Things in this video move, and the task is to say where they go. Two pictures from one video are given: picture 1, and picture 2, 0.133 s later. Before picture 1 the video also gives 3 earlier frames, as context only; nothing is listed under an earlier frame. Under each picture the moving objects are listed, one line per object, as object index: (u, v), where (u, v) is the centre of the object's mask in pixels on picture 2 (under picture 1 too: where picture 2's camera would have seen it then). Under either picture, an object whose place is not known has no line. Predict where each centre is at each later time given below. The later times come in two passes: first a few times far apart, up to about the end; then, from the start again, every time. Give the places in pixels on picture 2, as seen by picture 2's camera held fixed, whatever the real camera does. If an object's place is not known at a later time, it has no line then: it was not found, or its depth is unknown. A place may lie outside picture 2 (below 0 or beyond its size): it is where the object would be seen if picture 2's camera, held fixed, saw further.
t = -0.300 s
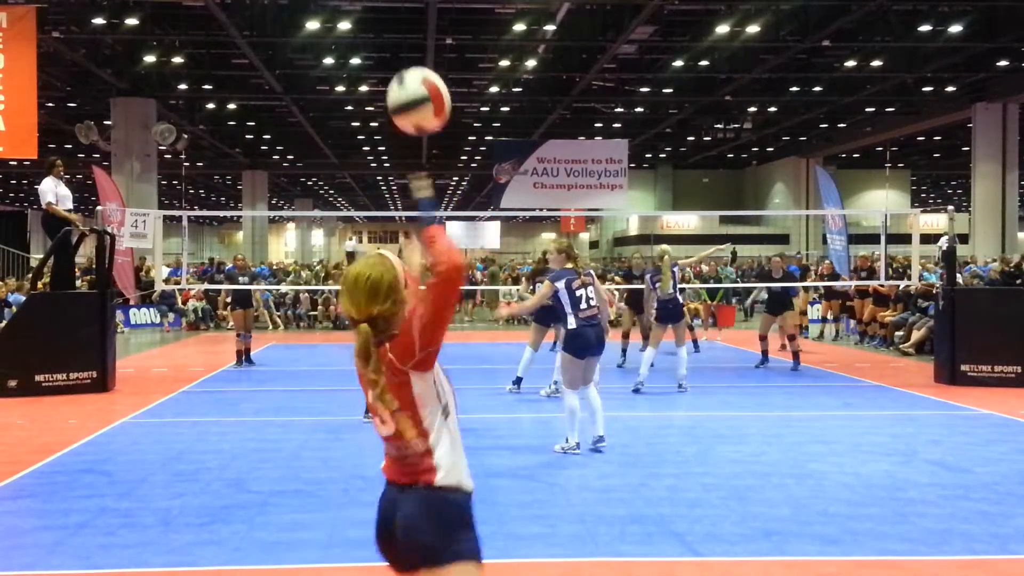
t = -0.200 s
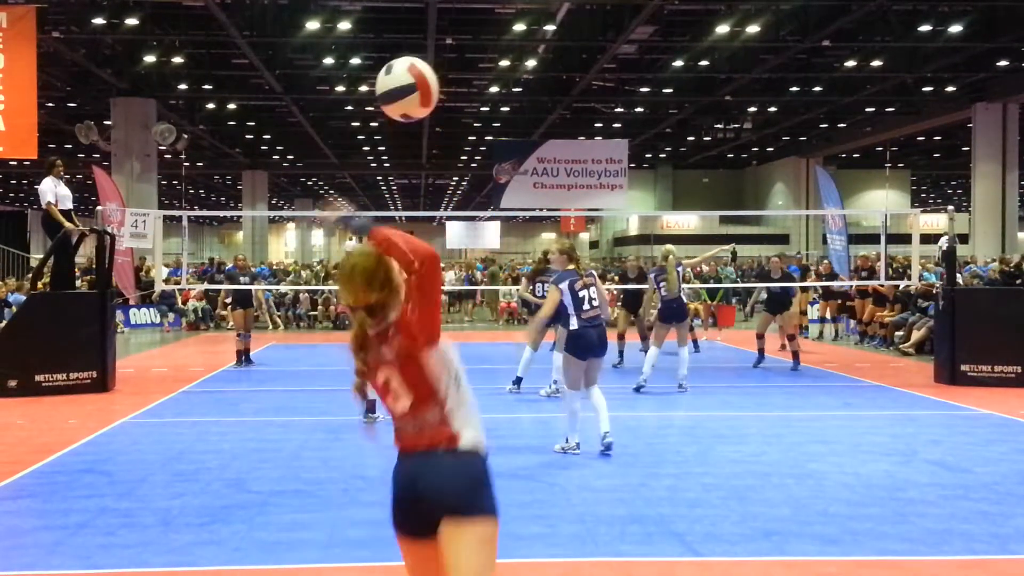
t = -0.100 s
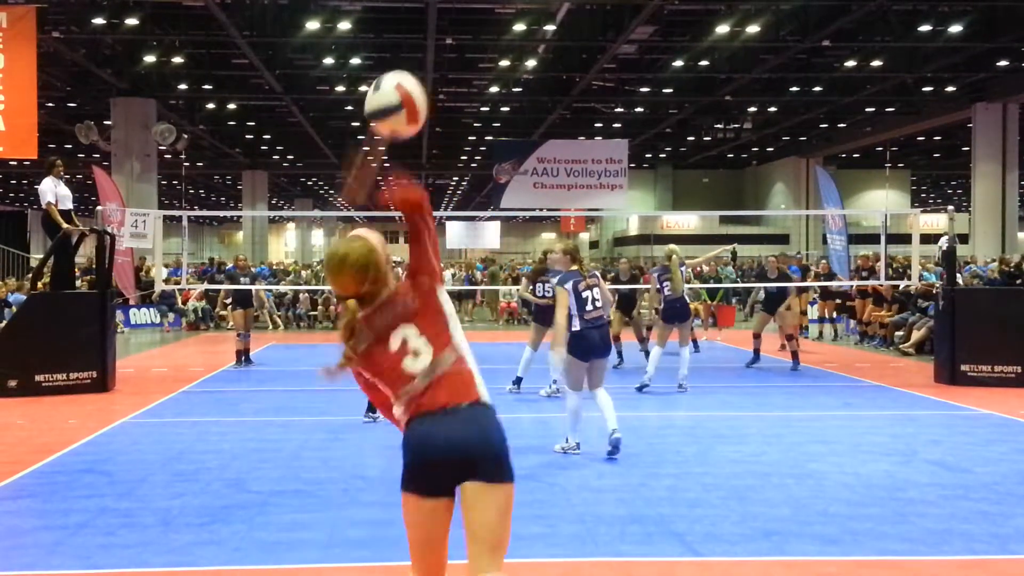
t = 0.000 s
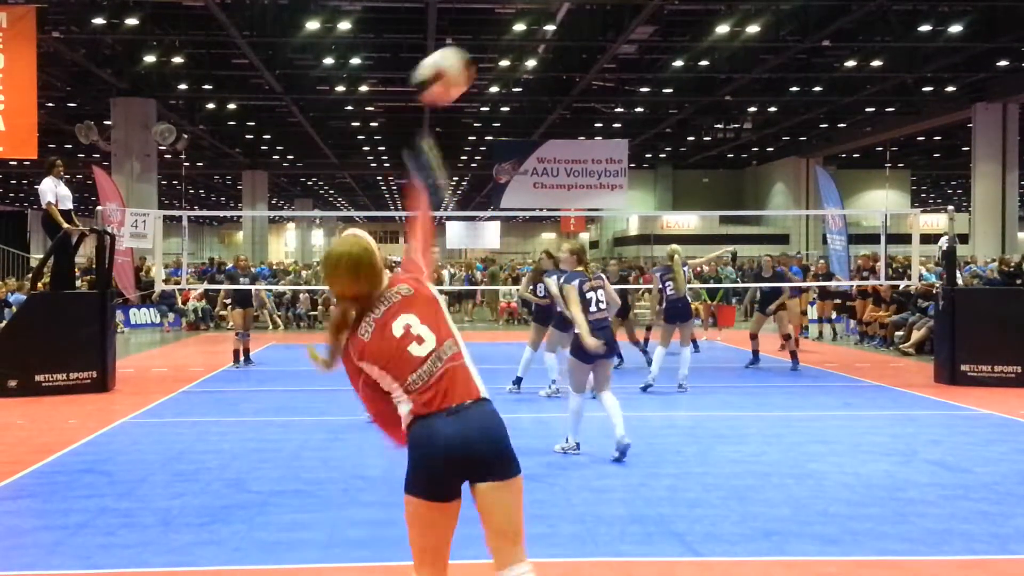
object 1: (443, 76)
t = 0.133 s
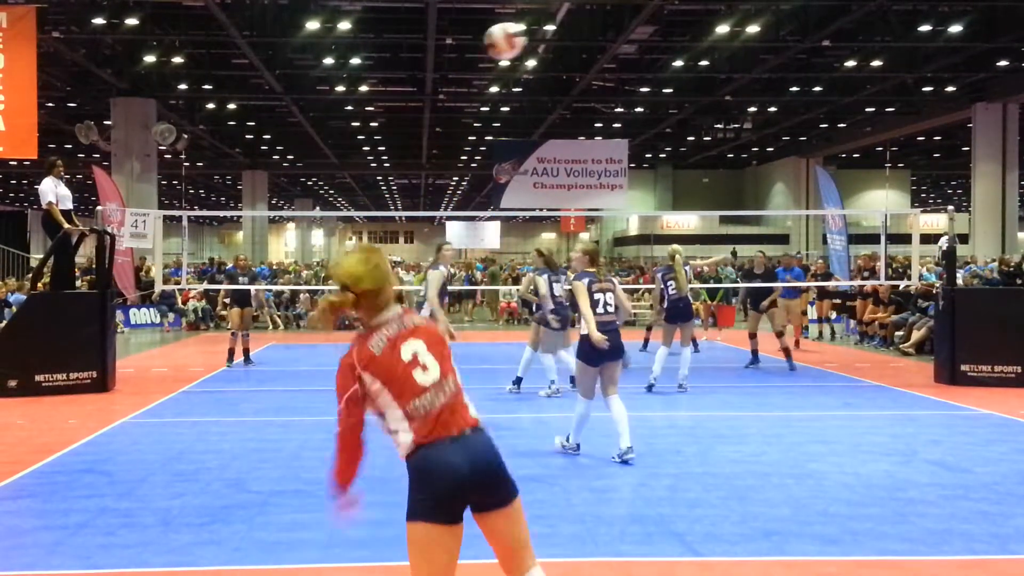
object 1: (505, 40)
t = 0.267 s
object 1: (546, 44)
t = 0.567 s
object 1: (613, 100)
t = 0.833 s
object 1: (650, 175)
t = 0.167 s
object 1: (517, 39)
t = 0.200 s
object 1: (528, 39)
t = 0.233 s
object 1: (538, 41)
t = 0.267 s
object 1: (546, 44)
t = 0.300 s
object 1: (554, 48)
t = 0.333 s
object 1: (564, 53)
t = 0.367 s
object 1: (572, 58)
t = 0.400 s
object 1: (579, 64)
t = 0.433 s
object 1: (586, 71)
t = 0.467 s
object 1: (593, 78)
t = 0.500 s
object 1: (600, 85)
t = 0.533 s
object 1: (607, 93)
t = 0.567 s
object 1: (613, 100)
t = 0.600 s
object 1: (619, 109)
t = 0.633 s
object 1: (624, 118)
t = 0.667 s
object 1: (629, 127)
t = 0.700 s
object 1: (634, 136)
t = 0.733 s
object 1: (638, 145)
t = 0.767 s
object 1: (642, 155)
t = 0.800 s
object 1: (646, 164)
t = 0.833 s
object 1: (650, 175)
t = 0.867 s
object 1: (654, 183)
